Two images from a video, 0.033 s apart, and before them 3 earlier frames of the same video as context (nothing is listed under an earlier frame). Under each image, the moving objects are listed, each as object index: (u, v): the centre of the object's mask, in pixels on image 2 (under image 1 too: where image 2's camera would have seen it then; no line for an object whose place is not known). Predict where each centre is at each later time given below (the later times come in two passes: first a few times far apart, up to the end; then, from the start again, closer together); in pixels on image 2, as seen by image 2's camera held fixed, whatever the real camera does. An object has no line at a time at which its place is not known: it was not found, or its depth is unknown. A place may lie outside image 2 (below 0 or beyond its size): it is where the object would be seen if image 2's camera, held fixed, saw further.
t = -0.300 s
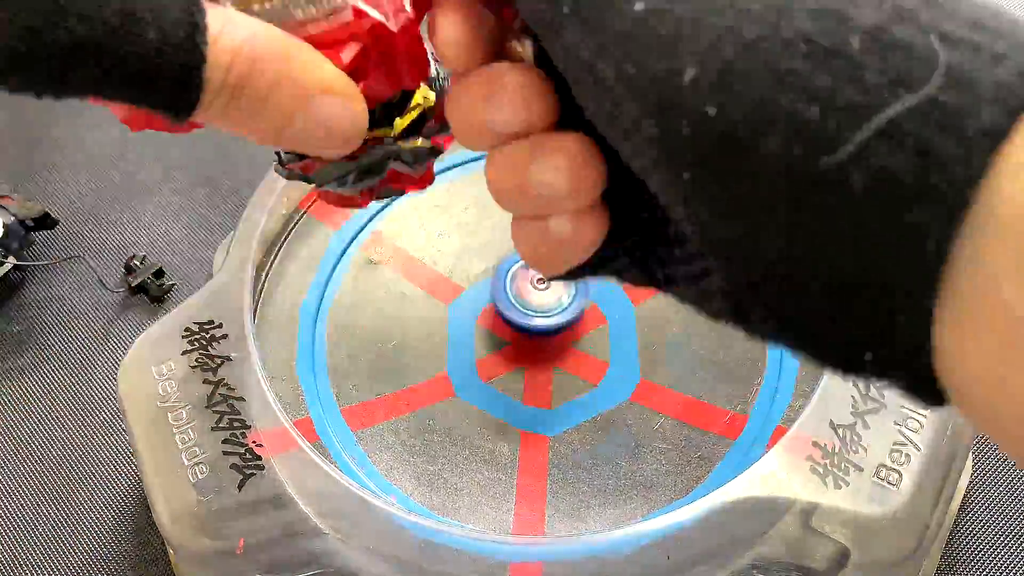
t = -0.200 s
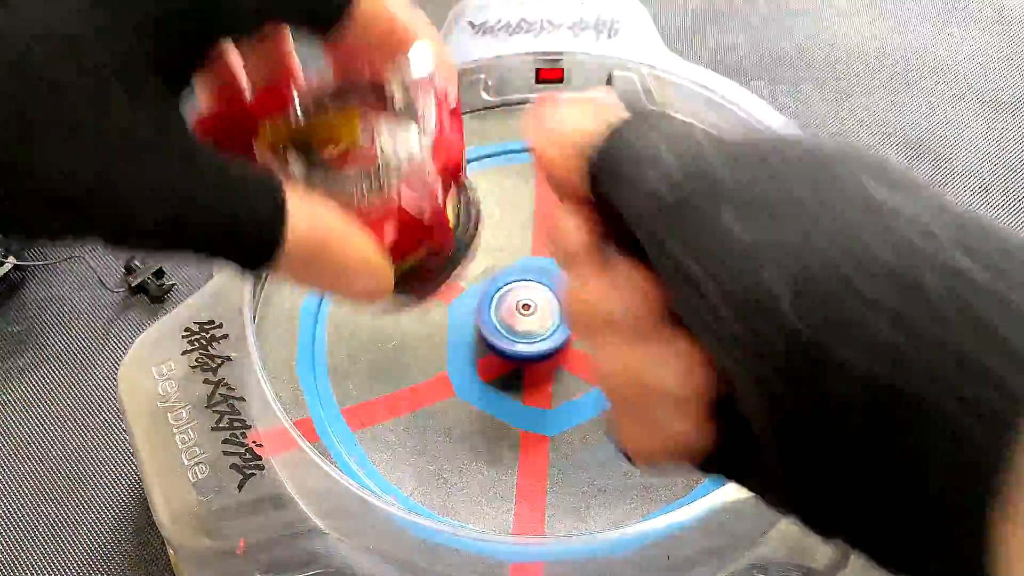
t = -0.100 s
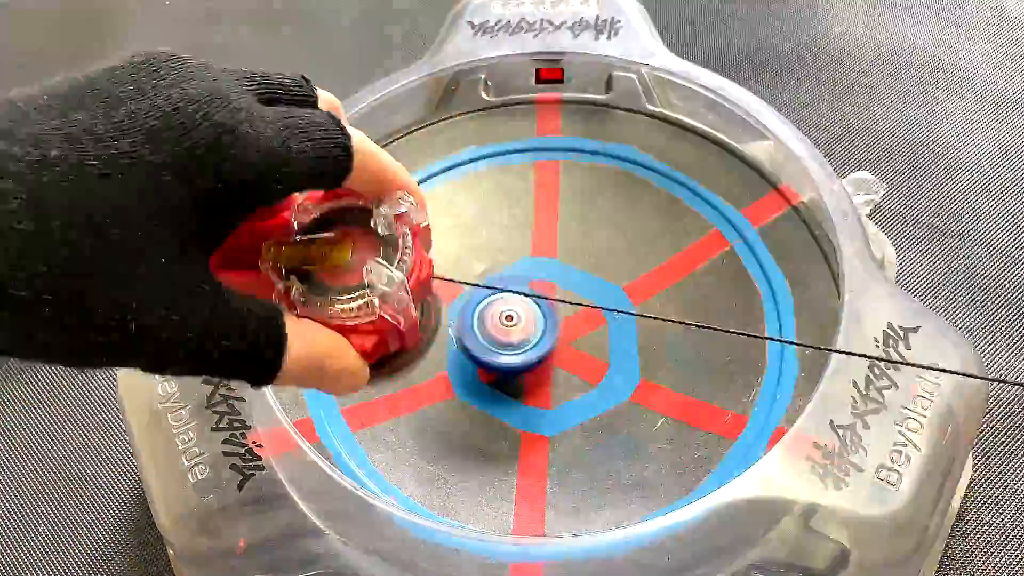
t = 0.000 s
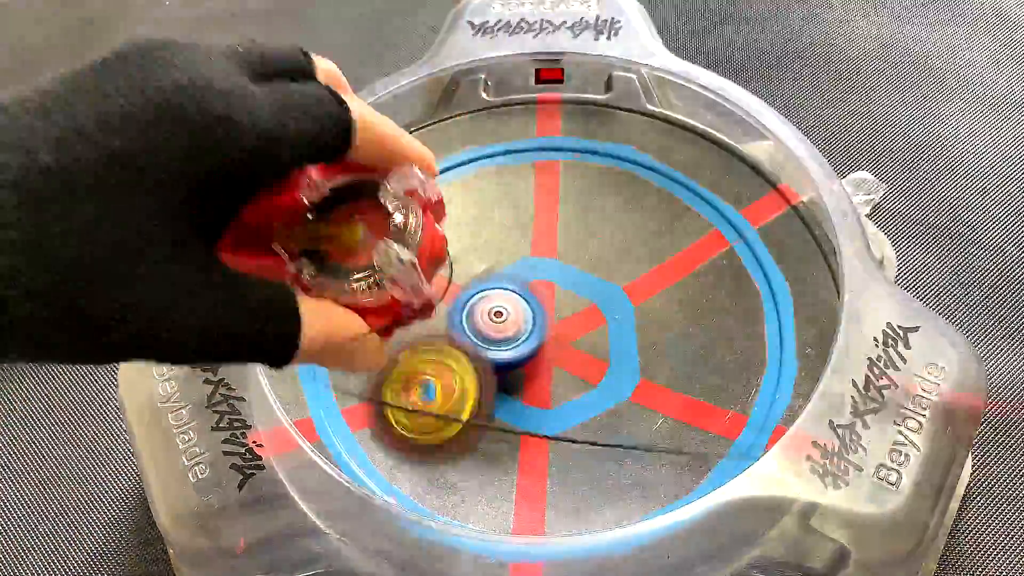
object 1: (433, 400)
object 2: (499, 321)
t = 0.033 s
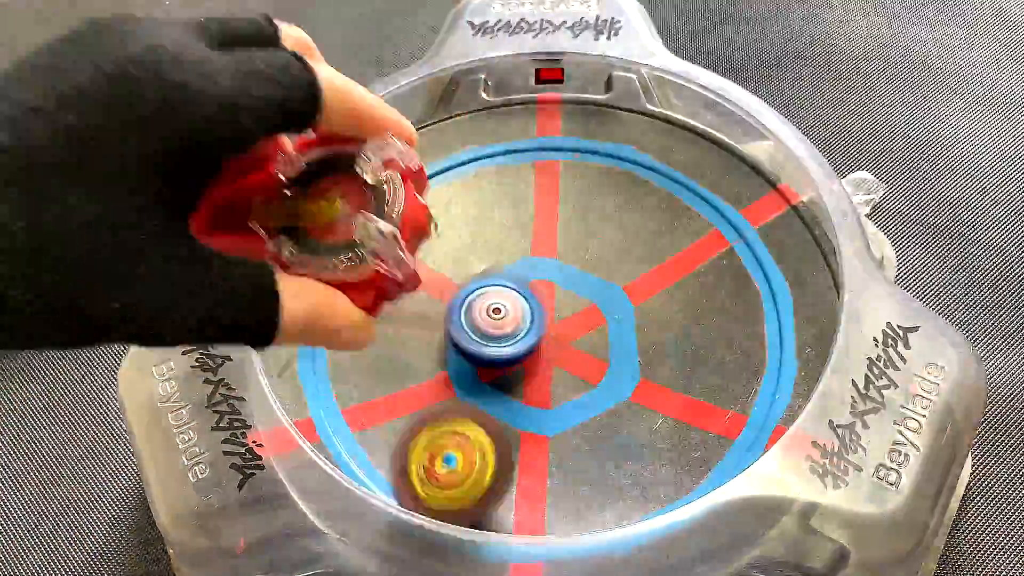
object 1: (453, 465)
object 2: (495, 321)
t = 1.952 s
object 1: (644, 477)
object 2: (599, 305)
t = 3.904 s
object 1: (765, 267)
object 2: (536, 335)
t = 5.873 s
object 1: (672, 422)
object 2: (541, 316)
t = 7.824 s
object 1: (451, 376)
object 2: (546, 317)
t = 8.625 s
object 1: (652, 324)
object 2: (497, 288)
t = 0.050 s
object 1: (466, 459)
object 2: (496, 320)
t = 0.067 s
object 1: (482, 448)
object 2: (495, 317)
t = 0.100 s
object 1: (515, 436)
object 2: (495, 315)
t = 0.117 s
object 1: (532, 433)
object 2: (495, 315)
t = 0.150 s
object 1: (567, 435)
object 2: (496, 315)
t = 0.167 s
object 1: (582, 420)
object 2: (497, 315)
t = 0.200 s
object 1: (614, 389)
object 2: (499, 315)
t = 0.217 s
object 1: (628, 379)
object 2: (500, 316)
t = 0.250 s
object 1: (658, 357)
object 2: (503, 319)
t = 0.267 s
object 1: (668, 340)
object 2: (504, 320)
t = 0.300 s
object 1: (686, 311)
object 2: (505, 321)
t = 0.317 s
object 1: (694, 295)
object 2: (506, 322)
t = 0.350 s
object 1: (697, 262)
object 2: (508, 324)
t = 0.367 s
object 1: (698, 250)
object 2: (509, 325)
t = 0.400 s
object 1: (693, 222)
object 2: (512, 326)
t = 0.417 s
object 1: (688, 211)
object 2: (513, 327)
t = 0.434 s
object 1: (681, 203)
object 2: (514, 328)
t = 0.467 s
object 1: (663, 191)
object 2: (517, 331)
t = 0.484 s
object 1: (651, 184)
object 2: (519, 332)
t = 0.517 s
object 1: (626, 181)
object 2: (520, 335)
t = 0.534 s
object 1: (611, 181)
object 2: (520, 336)
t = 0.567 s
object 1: (583, 186)
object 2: (520, 337)
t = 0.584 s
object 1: (567, 190)
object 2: (520, 338)
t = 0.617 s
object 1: (536, 206)
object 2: (521, 340)
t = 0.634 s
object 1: (521, 214)
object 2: (521, 340)
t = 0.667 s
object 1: (489, 240)
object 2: (518, 340)
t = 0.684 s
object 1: (478, 251)
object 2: (518, 340)
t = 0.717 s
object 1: (442, 273)
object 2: (527, 353)
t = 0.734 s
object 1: (426, 285)
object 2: (534, 358)
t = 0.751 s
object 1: (413, 292)
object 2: (538, 363)
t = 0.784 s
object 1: (388, 320)
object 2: (546, 370)
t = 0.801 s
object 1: (381, 333)
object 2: (549, 373)
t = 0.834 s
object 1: (369, 359)
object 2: (556, 379)
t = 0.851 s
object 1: (367, 373)
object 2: (558, 380)
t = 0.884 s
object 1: (368, 404)
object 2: (563, 381)
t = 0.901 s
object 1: (372, 420)
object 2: (564, 380)
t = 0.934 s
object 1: (391, 445)
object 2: (566, 377)
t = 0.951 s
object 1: (405, 457)
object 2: (566, 376)
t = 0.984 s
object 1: (439, 475)
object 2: (565, 371)
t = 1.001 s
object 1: (457, 481)
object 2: (564, 368)
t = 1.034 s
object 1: (502, 490)
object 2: (562, 364)
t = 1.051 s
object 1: (529, 493)
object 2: (561, 362)
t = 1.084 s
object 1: (583, 489)
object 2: (559, 359)
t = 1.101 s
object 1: (607, 482)
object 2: (558, 358)
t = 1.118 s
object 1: (632, 474)
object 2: (558, 356)
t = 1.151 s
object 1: (684, 451)
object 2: (559, 352)
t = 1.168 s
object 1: (707, 433)
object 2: (560, 351)
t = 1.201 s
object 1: (744, 394)
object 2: (563, 348)
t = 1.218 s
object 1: (757, 374)
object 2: (565, 348)
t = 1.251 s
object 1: (777, 326)
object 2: (570, 347)
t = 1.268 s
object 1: (776, 305)
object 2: (572, 346)
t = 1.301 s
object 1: (766, 263)
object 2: (573, 345)
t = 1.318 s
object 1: (755, 240)
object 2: (574, 345)
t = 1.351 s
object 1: (730, 202)
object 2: (575, 344)
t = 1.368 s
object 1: (714, 187)
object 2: (575, 345)
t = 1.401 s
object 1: (676, 162)
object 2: (576, 344)
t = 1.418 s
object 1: (658, 152)
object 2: (577, 343)
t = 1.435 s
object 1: (637, 141)
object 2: (576, 344)
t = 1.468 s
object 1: (591, 131)
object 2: (576, 344)
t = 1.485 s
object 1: (567, 128)
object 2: (576, 345)
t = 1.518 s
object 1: (518, 127)
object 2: (576, 345)
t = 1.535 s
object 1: (493, 132)
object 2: (576, 345)
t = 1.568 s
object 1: (445, 147)
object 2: (576, 345)
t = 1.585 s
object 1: (423, 159)
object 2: (577, 346)
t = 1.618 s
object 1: (382, 186)
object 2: (577, 346)
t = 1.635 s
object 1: (364, 201)
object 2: (577, 347)
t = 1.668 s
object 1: (334, 242)
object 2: (578, 347)
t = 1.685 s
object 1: (324, 268)
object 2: (579, 346)
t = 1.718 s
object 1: (314, 315)
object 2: (582, 344)
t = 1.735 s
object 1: (316, 342)
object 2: (584, 344)
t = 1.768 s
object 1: (333, 393)
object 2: (587, 340)
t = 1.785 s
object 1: (349, 415)
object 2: (588, 337)
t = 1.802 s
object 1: (372, 437)
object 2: (588, 333)
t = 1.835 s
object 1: (422, 471)
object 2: (592, 328)
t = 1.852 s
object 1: (450, 483)
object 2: (595, 326)
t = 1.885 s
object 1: (515, 498)
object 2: (598, 317)
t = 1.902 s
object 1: (550, 498)
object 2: (598, 314)
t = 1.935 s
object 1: (614, 487)
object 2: (599, 305)
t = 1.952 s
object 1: (644, 477)
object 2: (599, 305)
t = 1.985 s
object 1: (699, 450)
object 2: (599, 298)
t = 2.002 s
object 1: (723, 428)
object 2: (597, 298)
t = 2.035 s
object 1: (756, 382)
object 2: (593, 293)
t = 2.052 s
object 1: (767, 360)
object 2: (592, 289)
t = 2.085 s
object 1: (778, 310)
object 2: (588, 288)
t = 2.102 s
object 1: (774, 285)
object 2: (585, 287)
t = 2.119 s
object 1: (767, 264)
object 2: (582, 288)
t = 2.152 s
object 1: (743, 218)
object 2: (576, 288)
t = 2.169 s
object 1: (726, 197)
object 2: (572, 289)
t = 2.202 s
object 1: (690, 167)
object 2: (568, 291)
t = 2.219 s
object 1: (666, 152)
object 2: (566, 293)
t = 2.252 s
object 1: (620, 137)
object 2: (562, 297)
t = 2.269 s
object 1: (595, 131)
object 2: (560, 298)
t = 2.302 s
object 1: (542, 127)
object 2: (557, 299)
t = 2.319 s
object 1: (516, 127)
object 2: (557, 301)
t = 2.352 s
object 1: (465, 138)
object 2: (556, 303)
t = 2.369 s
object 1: (442, 151)
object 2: (555, 304)
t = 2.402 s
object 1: (397, 174)
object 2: (556, 305)
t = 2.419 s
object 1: (379, 189)
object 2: (558, 305)
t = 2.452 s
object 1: (346, 226)
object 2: (562, 307)
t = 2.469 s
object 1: (334, 249)
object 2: (563, 307)
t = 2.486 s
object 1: (323, 270)
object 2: (564, 306)
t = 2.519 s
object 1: (314, 314)
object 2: (566, 303)
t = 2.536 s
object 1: (315, 339)
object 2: (567, 302)
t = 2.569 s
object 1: (328, 384)
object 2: (565, 299)
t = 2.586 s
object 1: (340, 406)
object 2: (563, 297)
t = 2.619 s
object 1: (377, 444)
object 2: (561, 293)
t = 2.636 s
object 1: (398, 461)
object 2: (560, 292)
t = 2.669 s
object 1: (448, 484)
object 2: (556, 290)
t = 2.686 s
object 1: (474, 492)
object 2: (554, 288)
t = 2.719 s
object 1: (535, 500)
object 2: (551, 287)
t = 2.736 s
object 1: (564, 499)
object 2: (549, 287)
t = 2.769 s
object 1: (622, 486)
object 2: (545, 287)
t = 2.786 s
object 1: (649, 479)
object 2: (543, 286)
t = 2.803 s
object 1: (674, 466)
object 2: (541, 286)
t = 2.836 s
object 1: (722, 432)
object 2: (538, 287)
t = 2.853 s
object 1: (738, 413)
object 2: (537, 288)
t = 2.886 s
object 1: (763, 370)
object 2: (533, 289)
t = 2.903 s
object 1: (772, 346)
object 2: (532, 290)
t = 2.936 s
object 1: (777, 301)
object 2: (530, 294)
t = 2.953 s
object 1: (772, 278)
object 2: (529, 296)
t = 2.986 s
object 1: (753, 233)
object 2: (527, 298)
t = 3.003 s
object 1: (739, 214)
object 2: (527, 300)
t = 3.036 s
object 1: (708, 183)
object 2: (526, 303)
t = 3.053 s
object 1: (689, 170)
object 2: (525, 303)
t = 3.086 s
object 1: (647, 148)
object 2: (526, 305)
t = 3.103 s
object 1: (626, 140)
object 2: (527, 306)
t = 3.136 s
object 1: (580, 130)
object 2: (527, 308)
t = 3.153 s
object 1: (557, 128)
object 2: (527, 308)
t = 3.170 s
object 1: (536, 129)
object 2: (528, 309)
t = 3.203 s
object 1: (488, 135)
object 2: (528, 311)
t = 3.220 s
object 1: (466, 139)
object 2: (528, 311)
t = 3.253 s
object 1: (425, 157)
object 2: (530, 314)
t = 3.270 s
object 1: (405, 168)
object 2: (531, 315)
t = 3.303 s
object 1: (373, 193)
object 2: (530, 316)
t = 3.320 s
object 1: (358, 208)
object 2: (530, 316)
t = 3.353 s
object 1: (333, 243)
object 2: (531, 316)
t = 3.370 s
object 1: (323, 261)
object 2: (530, 316)
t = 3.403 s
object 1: (313, 301)
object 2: (530, 314)
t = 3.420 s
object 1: (312, 323)
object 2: (530, 313)
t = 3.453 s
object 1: (316, 362)
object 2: (529, 313)
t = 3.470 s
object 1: (325, 382)
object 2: (528, 312)
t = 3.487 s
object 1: (335, 402)
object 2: (528, 312)
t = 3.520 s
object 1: (366, 437)
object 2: (528, 312)
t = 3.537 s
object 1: (386, 454)
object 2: (526, 313)
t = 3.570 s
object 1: (427, 477)
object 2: (526, 313)
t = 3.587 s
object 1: (451, 486)
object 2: (526, 314)
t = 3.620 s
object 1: (504, 497)
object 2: (525, 316)
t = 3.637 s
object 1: (531, 500)
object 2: (524, 317)
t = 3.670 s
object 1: (589, 495)
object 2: (525, 321)
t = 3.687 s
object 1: (611, 490)
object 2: (525, 324)
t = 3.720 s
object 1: (662, 472)
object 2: (525, 325)
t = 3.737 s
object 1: (685, 459)
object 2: (526, 327)
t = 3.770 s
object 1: (724, 426)
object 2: (527, 330)
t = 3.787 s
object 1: (741, 408)
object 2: (528, 331)
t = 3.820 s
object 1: (764, 368)
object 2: (531, 333)
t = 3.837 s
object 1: (770, 347)
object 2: (531, 334)
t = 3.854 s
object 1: (774, 325)
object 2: (531, 334)
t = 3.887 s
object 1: (771, 285)
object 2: (535, 334)
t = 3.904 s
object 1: (765, 267)
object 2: (536, 335)
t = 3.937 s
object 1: (746, 229)
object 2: (538, 335)
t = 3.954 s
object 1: (735, 212)
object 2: (539, 335)
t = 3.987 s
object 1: (709, 185)
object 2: (541, 336)
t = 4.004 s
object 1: (694, 174)
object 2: (543, 336)
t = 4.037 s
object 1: (659, 155)
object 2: (546, 336)
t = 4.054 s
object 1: (641, 146)
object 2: (547, 336)
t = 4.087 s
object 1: (605, 135)
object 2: (550, 335)
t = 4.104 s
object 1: (585, 132)
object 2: (551, 335)
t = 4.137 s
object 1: (545, 128)
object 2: (552, 334)
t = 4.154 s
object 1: (525, 129)
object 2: (554, 333)
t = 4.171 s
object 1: (507, 131)
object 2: (555, 333)
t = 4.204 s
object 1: (470, 140)
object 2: (556, 332)
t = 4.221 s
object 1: (451, 148)
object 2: (557, 331)
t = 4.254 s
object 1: (417, 166)
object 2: (558, 332)
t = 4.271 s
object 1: (401, 178)
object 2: (559, 331)
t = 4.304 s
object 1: (373, 203)
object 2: (560, 330)
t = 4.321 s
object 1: (360, 217)
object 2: (560, 330)
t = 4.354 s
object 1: (339, 251)
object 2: (559, 329)
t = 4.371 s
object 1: (331, 269)
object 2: (560, 329)
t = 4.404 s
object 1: (321, 305)
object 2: (559, 330)
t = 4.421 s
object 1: (320, 323)
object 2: (559, 329)
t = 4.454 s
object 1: (323, 363)
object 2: (558, 330)
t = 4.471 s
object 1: (329, 382)
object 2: (558, 330)
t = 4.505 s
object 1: (349, 417)
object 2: (559, 330)
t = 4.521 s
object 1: (364, 433)
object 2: (559, 330)
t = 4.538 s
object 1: (380, 449)
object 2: (559, 330)
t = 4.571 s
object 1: (417, 471)
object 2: (559, 331)
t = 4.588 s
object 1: (439, 481)
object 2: (559, 331)
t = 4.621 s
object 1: (485, 493)
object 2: (560, 329)
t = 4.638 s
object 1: (510, 497)
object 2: (560, 330)
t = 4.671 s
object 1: (561, 498)
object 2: (559, 330)
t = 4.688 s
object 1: (587, 495)
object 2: (560, 330)
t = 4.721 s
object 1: (630, 485)
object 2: (560, 330)
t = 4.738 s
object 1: (651, 475)
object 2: (560, 330)
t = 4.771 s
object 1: (691, 455)
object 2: (560, 330)
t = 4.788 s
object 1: (707, 442)
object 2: (559, 330)
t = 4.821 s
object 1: (737, 410)
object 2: (559, 329)
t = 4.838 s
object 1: (748, 394)
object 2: (559, 329)
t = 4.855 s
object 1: (758, 376)
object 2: (559, 328)
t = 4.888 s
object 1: (769, 343)
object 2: (559, 327)
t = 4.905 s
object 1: (770, 324)
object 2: (559, 327)
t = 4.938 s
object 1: (767, 289)
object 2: (560, 324)
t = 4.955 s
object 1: (763, 273)
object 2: (560, 323)
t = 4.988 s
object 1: (748, 241)
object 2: (560, 318)
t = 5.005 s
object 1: (739, 227)
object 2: (560, 318)
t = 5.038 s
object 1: (716, 201)
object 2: (560, 316)
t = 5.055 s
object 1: (701, 190)
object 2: (560, 316)
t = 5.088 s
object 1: (670, 172)
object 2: (559, 314)
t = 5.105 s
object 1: (653, 165)
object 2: (559, 313)
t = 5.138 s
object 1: (618, 156)
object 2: (559, 313)
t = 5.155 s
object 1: (601, 154)
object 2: (558, 312)
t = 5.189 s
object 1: (563, 149)
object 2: (558, 312)
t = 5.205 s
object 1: (545, 149)
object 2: (557, 311)
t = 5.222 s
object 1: (526, 153)
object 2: (557, 310)
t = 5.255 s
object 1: (490, 157)
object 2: (555, 309)
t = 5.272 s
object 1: (473, 166)
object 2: (554, 308)
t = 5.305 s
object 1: (440, 176)
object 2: (553, 308)
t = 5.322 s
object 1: (425, 184)
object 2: (551, 309)
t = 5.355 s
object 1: (397, 202)
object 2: (551, 308)
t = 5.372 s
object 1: (386, 213)
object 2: (550, 309)
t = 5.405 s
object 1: (365, 240)
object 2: (550, 309)
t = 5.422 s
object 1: (357, 253)
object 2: (550, 310)
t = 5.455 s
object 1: (345, 280)
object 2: (550, 310)
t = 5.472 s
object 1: (343, 297)
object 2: (551, 312)
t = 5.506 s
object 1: (342, 327)
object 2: (550, 312)
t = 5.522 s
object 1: (343, 342)
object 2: (551, 313)
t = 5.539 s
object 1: (347, 356)
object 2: (550, 314)
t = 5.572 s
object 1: (361, 387)
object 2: (550, 313)
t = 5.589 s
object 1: (370, 402)
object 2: (549, 314)
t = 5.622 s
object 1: (396, 426)
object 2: (549, 314)
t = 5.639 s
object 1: (412, 439)
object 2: (549, 314)
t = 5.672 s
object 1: (444, 458)
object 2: (547, 313)
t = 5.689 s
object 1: (461, 463)
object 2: (547, 314)
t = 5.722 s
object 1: (501, 472)
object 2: (545, 314)
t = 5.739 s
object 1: (521, 475)
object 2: (545, 314)
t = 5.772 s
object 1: (563, 473)
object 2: (544, 314)
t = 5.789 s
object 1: (584, 469)
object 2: (544, 314)
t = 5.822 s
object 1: (623, 455)
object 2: (543, 314)
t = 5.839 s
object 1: (642, 446)
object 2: (542, 314)
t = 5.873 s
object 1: (672, 422)
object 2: (541, 316)
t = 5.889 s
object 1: (684, 410)
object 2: (541, 315)
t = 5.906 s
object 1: (696, 398)
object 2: (541, 315)
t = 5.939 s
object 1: (713, 368)
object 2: (540, 315)
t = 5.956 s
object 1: (719, 353)
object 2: (540, 315)
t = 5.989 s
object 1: (727, 322)
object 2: (540, 314)
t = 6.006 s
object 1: (728, 307)
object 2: (540, 314)
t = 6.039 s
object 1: (722, 279)
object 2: (539, 315)
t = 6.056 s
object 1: (718, 266)
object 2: (540, 315)
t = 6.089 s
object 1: (706, 238)
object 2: (540, 315)
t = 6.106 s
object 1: (698, 227)
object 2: (540, 315)
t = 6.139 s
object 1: (677, 206)
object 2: (540, 315)
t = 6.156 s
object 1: (665, 201)
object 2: (541, 315)
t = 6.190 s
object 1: (642, 186)
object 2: (542, 315)
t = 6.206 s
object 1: (629, 179)
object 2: (543, 314)
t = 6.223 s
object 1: (614, 175)
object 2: (545, 314)
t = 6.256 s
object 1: (587, 169)
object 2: (544, 316)
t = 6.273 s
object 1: (571, 167)
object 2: (544, 315)
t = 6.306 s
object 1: (544, 168)
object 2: (545, 315)
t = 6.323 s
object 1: (528, 167)
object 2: (545, 315)
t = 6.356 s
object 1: (503, 171)
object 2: (546, 315)
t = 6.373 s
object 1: (490, 175)
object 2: (546, 316)
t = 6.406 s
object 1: (463, 188)
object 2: (547, 315)
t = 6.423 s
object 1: (453, 195)
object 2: (547, 315)
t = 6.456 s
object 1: (432, 212)
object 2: (547, 314)
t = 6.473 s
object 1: (425, 221)
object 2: (547, 314)
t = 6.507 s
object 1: (407, 242)
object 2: (546, 314)
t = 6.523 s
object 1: (400, 255)
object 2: (546, 314)
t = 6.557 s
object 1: (393, 279)
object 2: (545, 314)
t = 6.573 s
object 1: (390, 292)
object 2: (545, 315)
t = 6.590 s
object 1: (388, 305)
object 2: (544, 315)
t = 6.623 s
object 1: (391, 330)
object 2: (545, 316)
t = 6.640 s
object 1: (394, 341)
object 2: (545, 317)
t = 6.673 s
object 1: (406, 366)
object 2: (546, 317)
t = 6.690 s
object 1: (412, 379)
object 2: (546, 316)
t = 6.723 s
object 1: (431, 401)
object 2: (547, 316)
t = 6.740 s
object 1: (444, 410)
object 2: (547, 315)
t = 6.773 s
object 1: (471, 428)
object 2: (548, 315)
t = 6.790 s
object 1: (484, 433)
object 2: (547, 314)
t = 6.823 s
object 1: (516, 440)
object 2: (547, 314)
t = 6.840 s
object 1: (532, 440)
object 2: (546, 314)
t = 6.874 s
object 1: (563, 442)
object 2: (547, 314)
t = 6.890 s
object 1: (578, 441)
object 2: (546, 313)
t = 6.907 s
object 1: (595, 438)
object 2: (547, 313)
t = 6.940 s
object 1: (625, 426)
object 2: (547, 312)
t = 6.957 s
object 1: (639, 419)
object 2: (547, 313)
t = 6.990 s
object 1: (662, 403)
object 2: (547, 312)
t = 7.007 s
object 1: (673, 392)
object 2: (547, 313)
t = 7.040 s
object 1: (688, 370)
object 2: (547, 312)
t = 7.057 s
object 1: (693, 362)
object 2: (548, 313)
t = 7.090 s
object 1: (701, 338)
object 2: (549, 313)
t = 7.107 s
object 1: (703, 325)
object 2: (549, 313)
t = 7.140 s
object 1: (701, 306)
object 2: (550, 313)
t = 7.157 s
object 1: (698, 294)
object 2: (550, 313)
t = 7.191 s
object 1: (689, 273)
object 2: (551, 314)
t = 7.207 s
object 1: (681, 265)
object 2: (551, 313)
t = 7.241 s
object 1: (668, 247)
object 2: (552, 314)
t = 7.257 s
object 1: (660, 240)
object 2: (552, 312)
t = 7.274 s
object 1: (649, 232)
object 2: (553, 312)
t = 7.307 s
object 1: (631, 223)
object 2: (553, 311)
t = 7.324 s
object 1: (620, 220)
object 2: (553, 311)
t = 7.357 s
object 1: (598, 216)
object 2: (552, 310)
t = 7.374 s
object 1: (588, 213)
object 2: (552, 310)
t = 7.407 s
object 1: (564, 210)
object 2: (550, 309)
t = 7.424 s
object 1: (550, 213)
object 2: (549, 310)
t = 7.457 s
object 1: (530, 216)
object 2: (548, 309)
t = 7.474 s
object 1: (518, 219)
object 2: (547, 310)
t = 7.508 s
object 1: (496, 229)
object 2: (547, 311)
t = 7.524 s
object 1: (488, 232)
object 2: (546, 310)
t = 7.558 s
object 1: (470, 245)
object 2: (546, 311)
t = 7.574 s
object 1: (461, 253)
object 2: (546, 310)
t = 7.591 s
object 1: (453, 262)
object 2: (547, 312)
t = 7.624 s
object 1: (442, 275)
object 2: (548, 313)
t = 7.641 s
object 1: (436, 284)
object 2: (548, 315)
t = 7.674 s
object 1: (429, 302)
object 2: (549, 315)
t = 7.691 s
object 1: (428, 311)
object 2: (548, 315)
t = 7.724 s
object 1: (428, 328)
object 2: (549, 315)
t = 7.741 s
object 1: (429, 337)
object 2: (548, 315)
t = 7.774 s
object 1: (434, 353)
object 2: (547, 316)
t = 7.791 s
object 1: (439, 362)
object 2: (547, 315)
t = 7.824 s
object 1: (451, 376)
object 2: (546, 317)
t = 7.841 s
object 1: (458, 384)
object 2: (546, 316)
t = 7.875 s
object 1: (477, 394)
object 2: (546, 316)
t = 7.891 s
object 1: (482, 401)
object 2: (547, 315)
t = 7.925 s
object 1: (498, 410)
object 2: (550, 310)
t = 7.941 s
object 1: (505, 415)
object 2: (551, 309)
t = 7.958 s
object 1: (512, 418)
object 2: (552, 309)
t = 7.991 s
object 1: (529, 420)
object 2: (552, 308)
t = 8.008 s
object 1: (538, 421)
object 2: (553, 308)
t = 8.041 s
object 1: (555, 419)
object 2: (554, 308)
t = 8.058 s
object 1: (563, 417)
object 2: (555, 308)
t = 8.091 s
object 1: (577, 411)
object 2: (555, 308)
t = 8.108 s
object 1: (585, 405)
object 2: (555, 307)
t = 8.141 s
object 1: (597, 394)
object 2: (555, 307)
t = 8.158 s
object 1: (604, 388)
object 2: (554, 307)
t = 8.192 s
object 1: (622, 387)
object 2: (546, 299)
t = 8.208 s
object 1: (632, 389)
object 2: (540, 291)
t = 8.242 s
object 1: (649, 388)
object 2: (530, 281)
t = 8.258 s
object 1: (654, 386)
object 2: (526, 277)
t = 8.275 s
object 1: (660, 385)
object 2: (523, 274)
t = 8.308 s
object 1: (669, 378)
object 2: (518, 270)
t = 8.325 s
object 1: (671, 376)
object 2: (516, 269)
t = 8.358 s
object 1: (675, 368)
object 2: (513, 269)
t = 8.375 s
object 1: (674, 363)
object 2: (513, 268)
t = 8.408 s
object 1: (675, 355)
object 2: (513, 269)
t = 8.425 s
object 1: (673, 348)
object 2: (514, 271)
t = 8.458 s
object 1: (668, 342)
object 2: (516, 273)
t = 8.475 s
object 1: (666, 339)
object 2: (516, 277)
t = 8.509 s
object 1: (656, 331)
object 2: (519, 281)
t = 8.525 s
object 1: (654, 329)
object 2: (521, 282)
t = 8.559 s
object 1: (643, 324)
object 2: (524, 287)
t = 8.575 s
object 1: (637, 324)
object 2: (528, 290)
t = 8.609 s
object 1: (646, 323)
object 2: (511, 289)
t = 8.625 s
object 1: (652, 324)
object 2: (497, 288)
